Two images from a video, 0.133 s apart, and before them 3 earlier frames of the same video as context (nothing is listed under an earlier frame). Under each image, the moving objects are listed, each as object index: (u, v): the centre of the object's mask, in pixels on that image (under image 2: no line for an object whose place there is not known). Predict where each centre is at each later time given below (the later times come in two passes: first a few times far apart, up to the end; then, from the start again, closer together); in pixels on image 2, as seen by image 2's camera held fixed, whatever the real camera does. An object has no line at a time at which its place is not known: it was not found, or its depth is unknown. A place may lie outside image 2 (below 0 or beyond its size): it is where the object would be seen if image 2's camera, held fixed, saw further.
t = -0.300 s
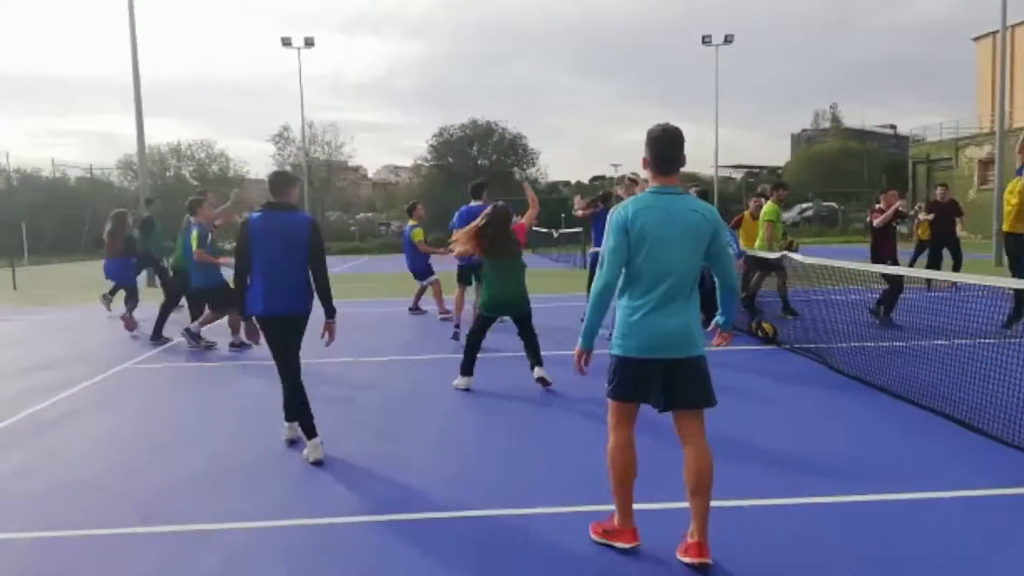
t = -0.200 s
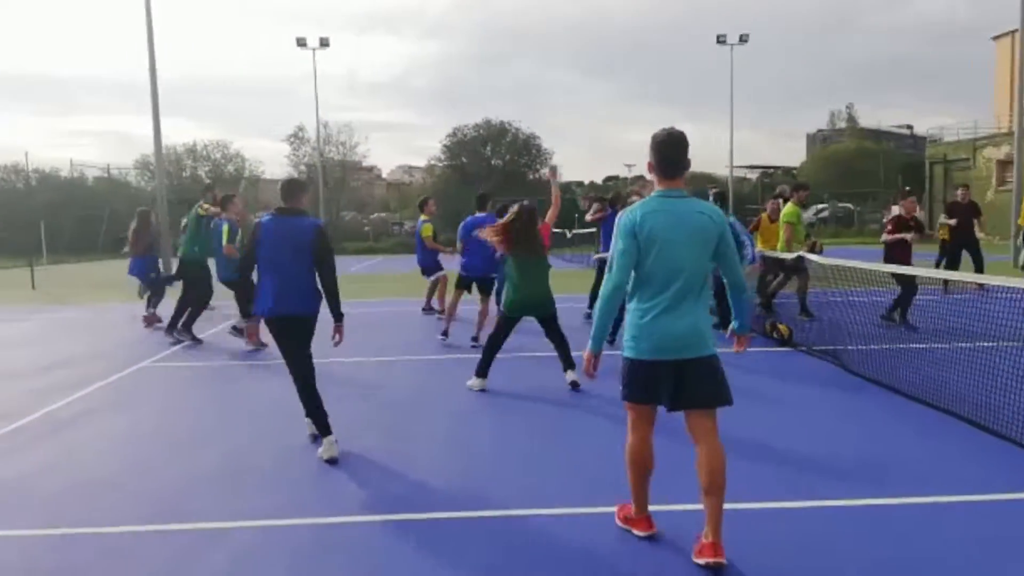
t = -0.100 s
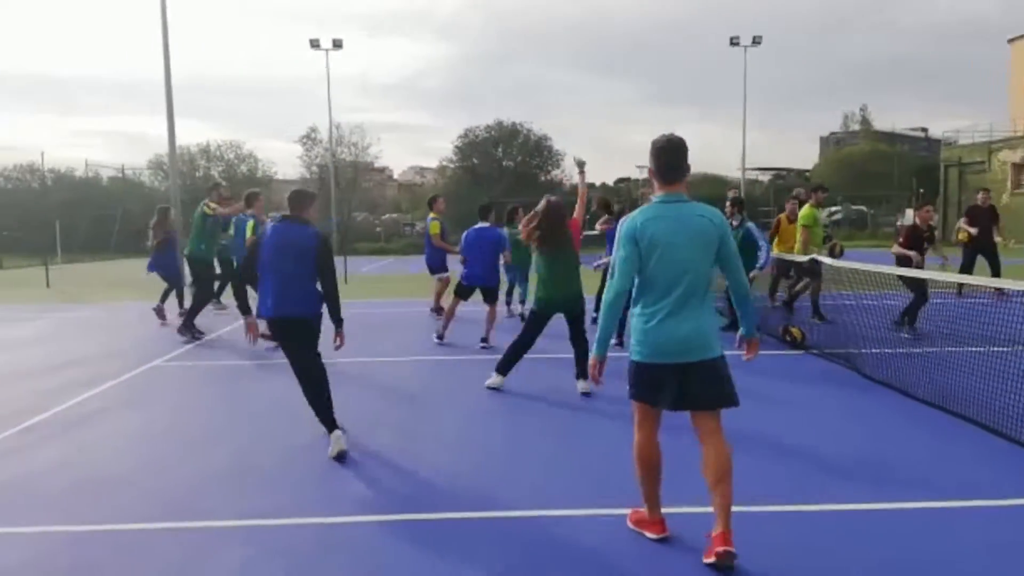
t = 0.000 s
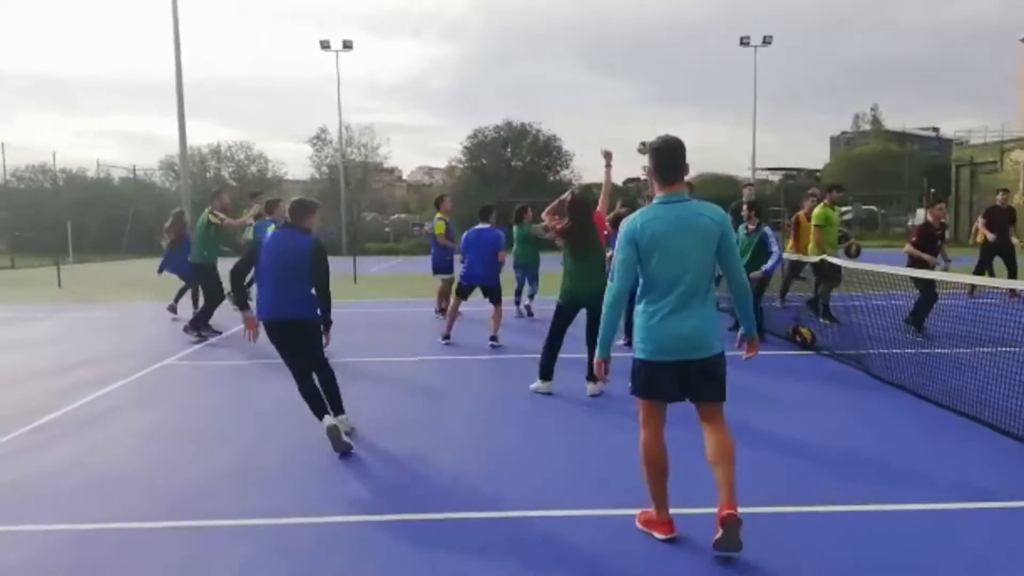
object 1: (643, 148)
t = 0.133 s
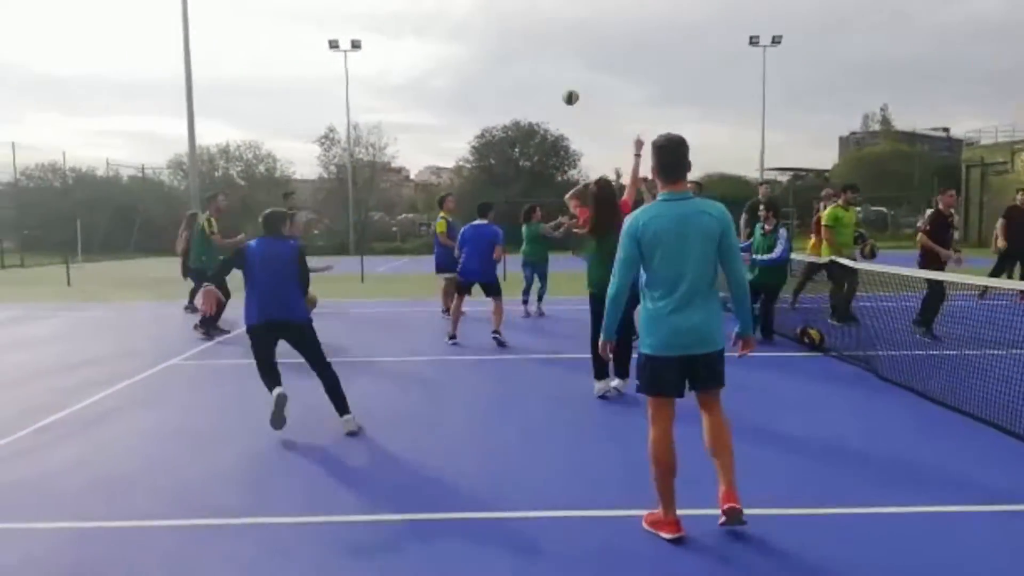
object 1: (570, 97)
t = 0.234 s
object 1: (504, 64)
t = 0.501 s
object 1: (292, 6)
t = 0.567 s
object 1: (232, 3)
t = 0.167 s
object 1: (549, 86)
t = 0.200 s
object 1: (526, 75)
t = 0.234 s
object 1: (504, 64)
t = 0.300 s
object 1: (455, 46)
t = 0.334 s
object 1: (430, 38)
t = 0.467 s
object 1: (320, 11)
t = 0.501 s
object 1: (292, 6)
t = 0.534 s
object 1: (262, 4)
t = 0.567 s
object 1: (232, 3)
